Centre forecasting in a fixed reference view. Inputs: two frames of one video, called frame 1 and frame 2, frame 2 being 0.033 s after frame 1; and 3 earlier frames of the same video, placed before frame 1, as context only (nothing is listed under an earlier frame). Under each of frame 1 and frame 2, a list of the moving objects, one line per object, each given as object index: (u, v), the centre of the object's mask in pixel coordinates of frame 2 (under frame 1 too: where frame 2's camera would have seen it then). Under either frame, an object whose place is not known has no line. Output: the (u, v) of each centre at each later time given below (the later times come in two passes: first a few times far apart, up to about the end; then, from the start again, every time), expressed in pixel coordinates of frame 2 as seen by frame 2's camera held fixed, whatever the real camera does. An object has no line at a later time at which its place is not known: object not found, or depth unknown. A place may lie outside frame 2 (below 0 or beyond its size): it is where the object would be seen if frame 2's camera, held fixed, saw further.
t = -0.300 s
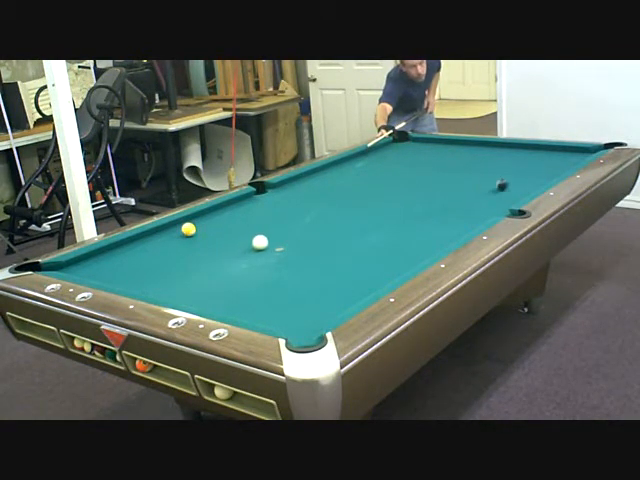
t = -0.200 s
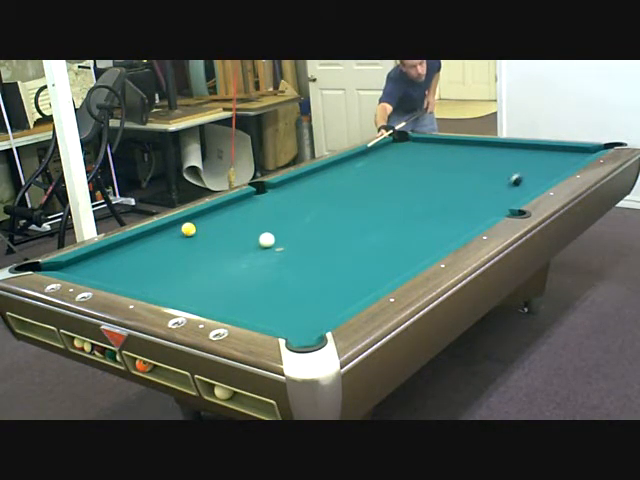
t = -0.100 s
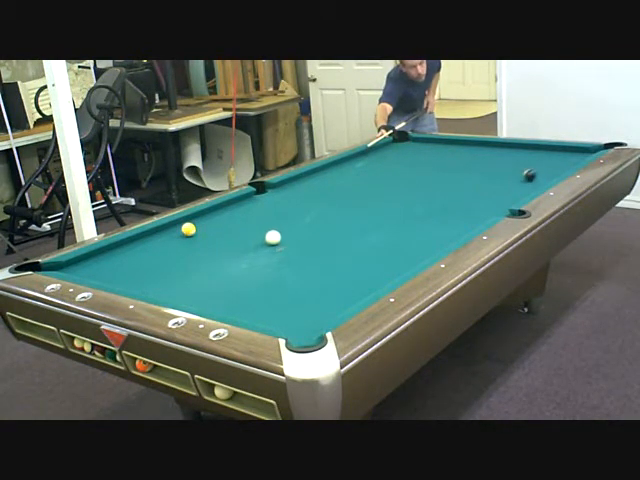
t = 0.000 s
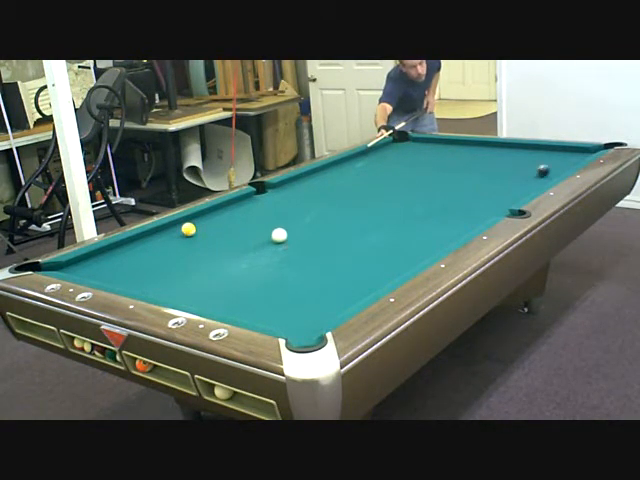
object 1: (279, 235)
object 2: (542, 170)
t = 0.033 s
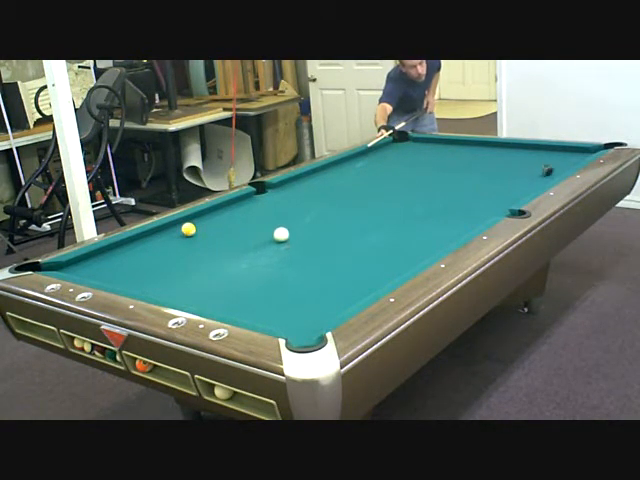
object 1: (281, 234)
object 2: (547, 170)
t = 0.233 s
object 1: (292, 230)
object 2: (572, 162)
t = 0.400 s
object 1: (301, 227)
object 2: (587, 154)
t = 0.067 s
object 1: (283, 234)
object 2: (551, 168)
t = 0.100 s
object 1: (285, 233)
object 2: (555, 167)
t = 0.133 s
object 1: (287, 232)
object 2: (559, 166)
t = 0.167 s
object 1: (289, 231)
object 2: (564, 164)
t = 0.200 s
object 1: (290, 231)
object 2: (567, 165)
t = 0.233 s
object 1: (292, 230)
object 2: (572, 162)
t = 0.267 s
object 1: (294, 229)
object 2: (575, 160)
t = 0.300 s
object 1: (296, 229)
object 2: (579, 158)
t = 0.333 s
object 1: (297, 228)
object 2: (584, 156)
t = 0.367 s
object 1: (299, 227)
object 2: (586, 155)
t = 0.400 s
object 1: (301, 227)
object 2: (587, 154)
